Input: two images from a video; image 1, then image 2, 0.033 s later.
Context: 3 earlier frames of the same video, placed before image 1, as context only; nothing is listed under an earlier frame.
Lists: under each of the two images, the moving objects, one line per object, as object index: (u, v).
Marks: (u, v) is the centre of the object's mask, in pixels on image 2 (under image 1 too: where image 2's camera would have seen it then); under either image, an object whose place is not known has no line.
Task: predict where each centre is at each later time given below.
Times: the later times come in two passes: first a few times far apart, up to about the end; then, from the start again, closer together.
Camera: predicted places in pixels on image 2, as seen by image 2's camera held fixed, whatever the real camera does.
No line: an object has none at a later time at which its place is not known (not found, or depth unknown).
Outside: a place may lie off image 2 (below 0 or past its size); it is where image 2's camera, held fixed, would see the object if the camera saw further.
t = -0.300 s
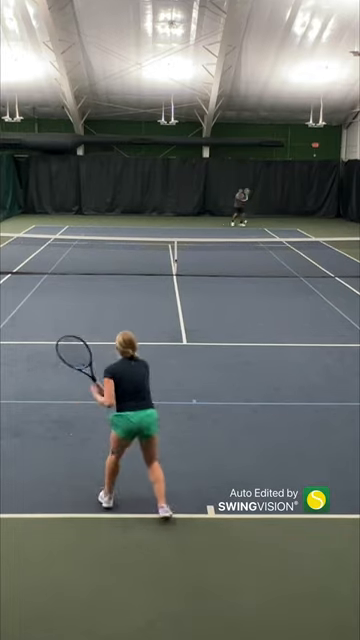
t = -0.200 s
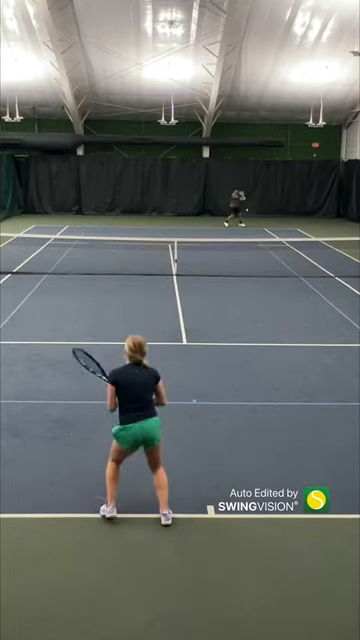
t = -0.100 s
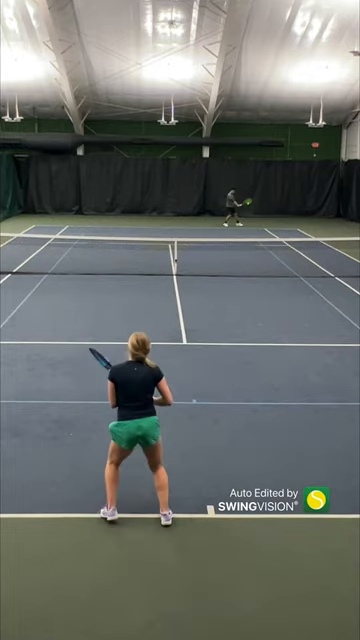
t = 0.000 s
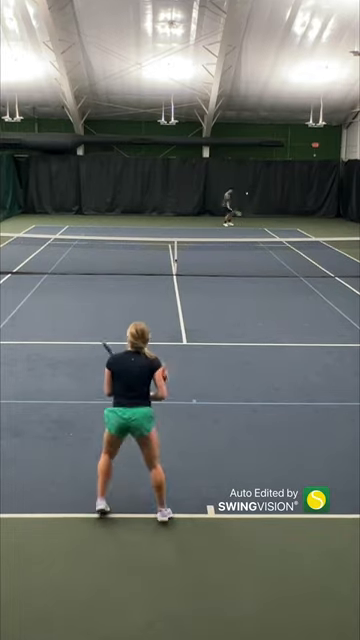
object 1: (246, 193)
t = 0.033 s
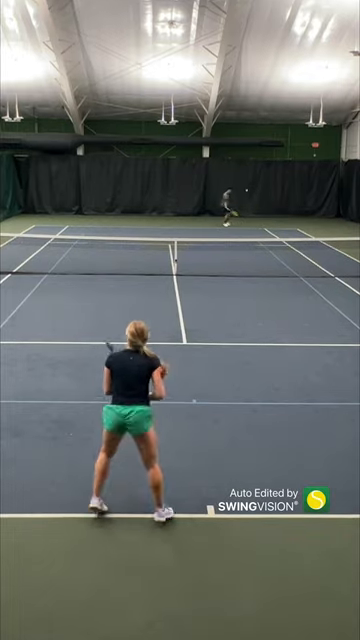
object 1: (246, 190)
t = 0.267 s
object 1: (243, 169)
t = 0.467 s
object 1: (242, 160)
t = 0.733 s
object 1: (242, 163)
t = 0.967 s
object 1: (244, 190)
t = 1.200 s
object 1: (248, 254)
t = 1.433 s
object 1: (255, 388)
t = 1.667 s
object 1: (270, 360)
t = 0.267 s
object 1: (243, 169)
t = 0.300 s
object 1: (243, 167)
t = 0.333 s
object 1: (243, 165)
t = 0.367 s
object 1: (243, 163)
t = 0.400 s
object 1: (243, 162)
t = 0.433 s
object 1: (243, 161)
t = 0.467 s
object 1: (242, 160)
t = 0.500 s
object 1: (242, 160)
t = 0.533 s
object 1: (242, 159)
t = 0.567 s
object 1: (242, 159)
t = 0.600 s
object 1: (242, 159)
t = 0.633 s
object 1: (242, 159)
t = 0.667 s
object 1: (242, 160)
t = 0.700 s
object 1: (242, 162)
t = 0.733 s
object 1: (242, 163)
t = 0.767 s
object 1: (242, 165)
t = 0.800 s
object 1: (243, 168)
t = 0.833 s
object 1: (243, 171)
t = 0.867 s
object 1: (243, 175)
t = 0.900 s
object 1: (243, 179)
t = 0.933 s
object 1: (244, 185)
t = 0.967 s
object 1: (244, 190)
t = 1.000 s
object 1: (244, 196)
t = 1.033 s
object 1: (245, 204)
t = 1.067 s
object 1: (245, 212)
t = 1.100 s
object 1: (246, 220)
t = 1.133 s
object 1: (246, 231)
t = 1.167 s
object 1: (247, 241)
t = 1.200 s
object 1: (248, 254)
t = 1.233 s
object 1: (249, 266)
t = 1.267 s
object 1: (250, 289)
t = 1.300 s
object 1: (251, 305)
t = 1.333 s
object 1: (252, 324)
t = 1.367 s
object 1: (252, 343)
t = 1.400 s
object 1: (253, 365)
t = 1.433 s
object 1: (255, 388)
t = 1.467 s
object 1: (256, 395)
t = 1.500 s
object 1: (258, 387)
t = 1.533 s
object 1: (260, 381)
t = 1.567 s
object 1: (263, 375)
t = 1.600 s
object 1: (265, 369)
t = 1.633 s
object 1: (268, 364)
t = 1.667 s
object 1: (270, 360)
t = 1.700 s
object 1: (273, 357)
